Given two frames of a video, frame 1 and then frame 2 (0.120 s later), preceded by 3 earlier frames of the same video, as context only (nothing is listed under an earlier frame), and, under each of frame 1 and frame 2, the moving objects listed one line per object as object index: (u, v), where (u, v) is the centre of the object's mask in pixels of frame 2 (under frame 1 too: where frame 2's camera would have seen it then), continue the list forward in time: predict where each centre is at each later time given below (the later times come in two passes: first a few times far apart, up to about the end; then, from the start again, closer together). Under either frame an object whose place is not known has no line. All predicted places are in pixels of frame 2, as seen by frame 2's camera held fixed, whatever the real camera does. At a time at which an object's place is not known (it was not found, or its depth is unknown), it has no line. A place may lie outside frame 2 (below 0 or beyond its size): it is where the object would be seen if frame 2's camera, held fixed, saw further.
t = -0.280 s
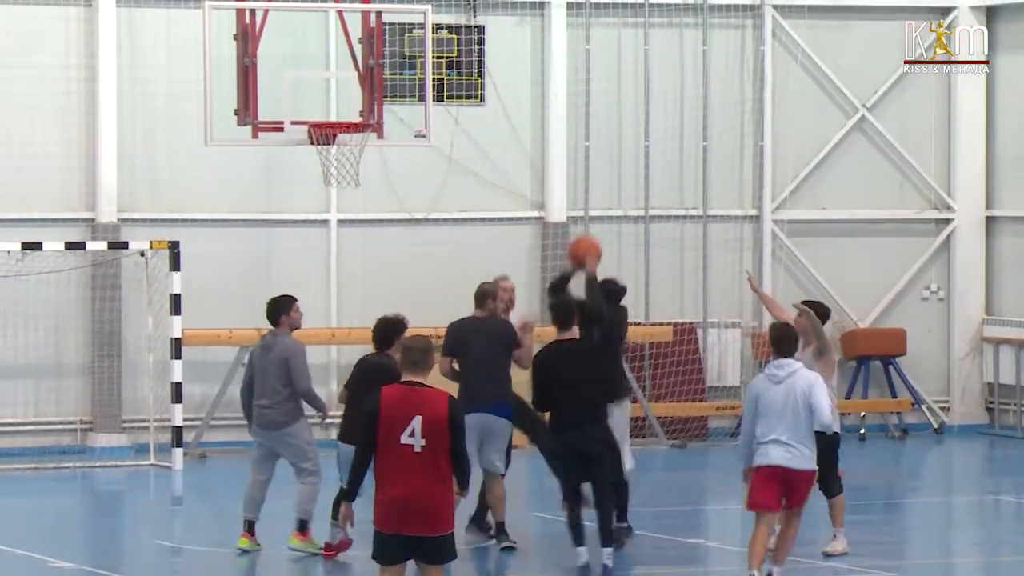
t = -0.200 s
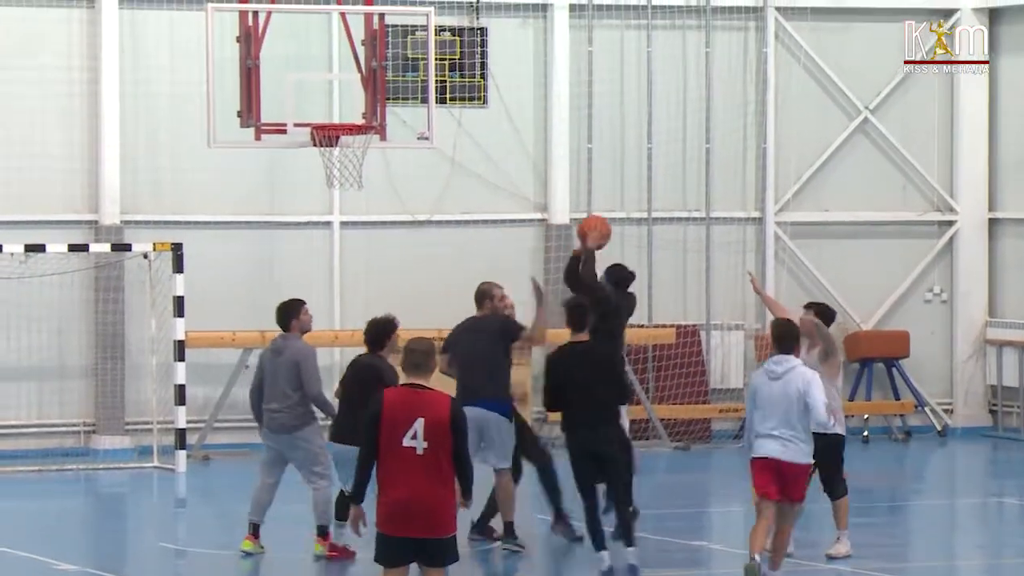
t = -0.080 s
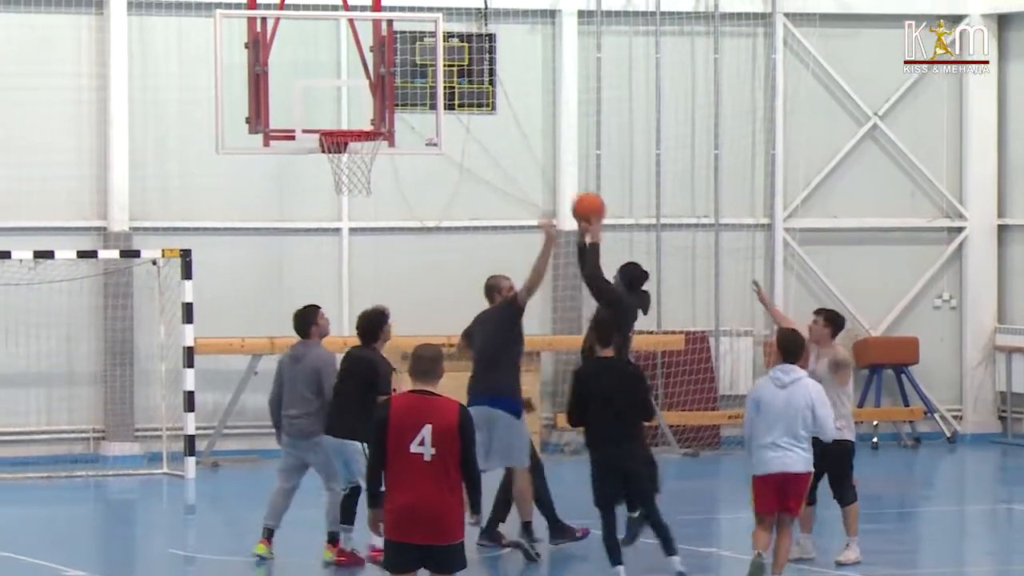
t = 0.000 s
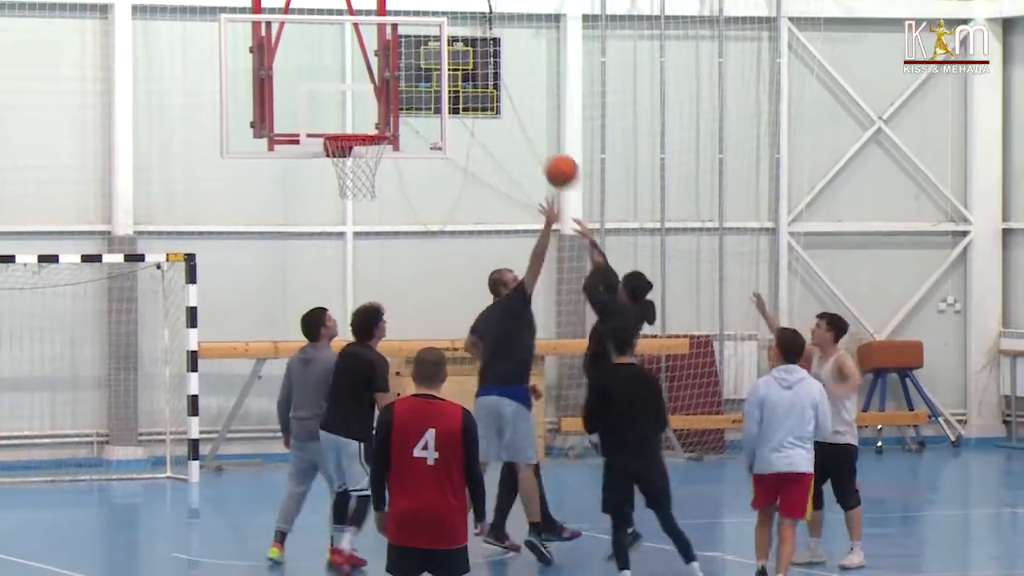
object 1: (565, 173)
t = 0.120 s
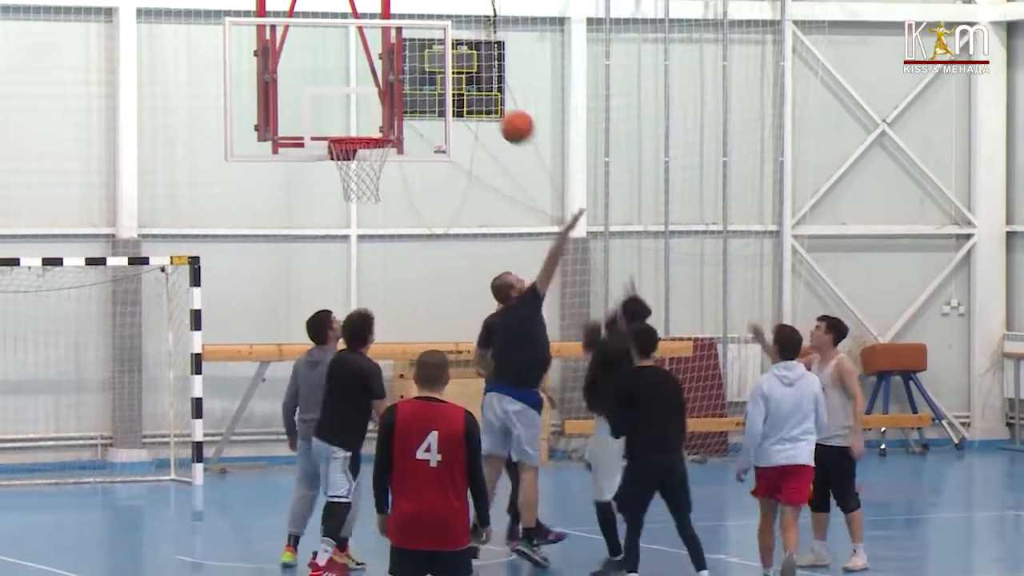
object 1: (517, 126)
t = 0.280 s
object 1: (454, 95)
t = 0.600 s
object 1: (339, 119)
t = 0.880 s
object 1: (313, 131)
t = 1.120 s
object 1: (286, 169)
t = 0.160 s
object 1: (501, 115)
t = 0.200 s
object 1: (485, 106)
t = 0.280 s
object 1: (454, 95)
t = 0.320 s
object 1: (438, 92)
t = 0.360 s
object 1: (422, 90)
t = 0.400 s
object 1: (408, 93)
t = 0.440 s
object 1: (391, 97)
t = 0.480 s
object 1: (375, 103)
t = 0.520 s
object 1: (361, 112)
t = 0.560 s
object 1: (346, 122)
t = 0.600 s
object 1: (339, 119)
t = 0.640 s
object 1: (333, 117)
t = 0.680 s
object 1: (326, 117)
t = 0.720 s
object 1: (320, 119)
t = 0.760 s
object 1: (314, 124)
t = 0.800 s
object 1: (310, 127)
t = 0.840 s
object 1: (312, 128)
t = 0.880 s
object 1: (313, 131)
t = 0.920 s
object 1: (309, 132)
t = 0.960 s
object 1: (304, 135)
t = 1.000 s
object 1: (300, 141)
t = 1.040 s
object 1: (296, 148)
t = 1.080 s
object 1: (291, 158)
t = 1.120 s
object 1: (286, 169)
